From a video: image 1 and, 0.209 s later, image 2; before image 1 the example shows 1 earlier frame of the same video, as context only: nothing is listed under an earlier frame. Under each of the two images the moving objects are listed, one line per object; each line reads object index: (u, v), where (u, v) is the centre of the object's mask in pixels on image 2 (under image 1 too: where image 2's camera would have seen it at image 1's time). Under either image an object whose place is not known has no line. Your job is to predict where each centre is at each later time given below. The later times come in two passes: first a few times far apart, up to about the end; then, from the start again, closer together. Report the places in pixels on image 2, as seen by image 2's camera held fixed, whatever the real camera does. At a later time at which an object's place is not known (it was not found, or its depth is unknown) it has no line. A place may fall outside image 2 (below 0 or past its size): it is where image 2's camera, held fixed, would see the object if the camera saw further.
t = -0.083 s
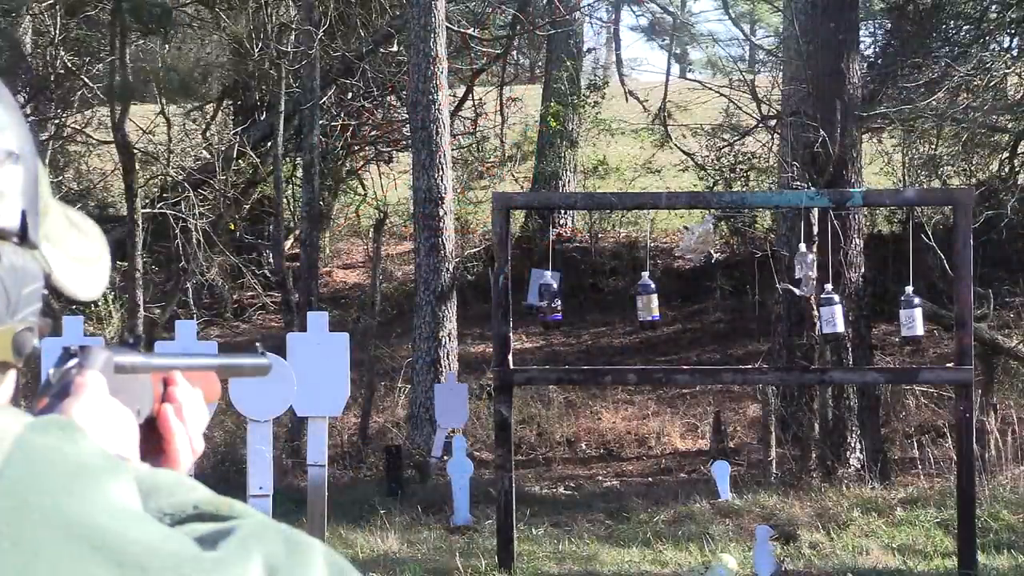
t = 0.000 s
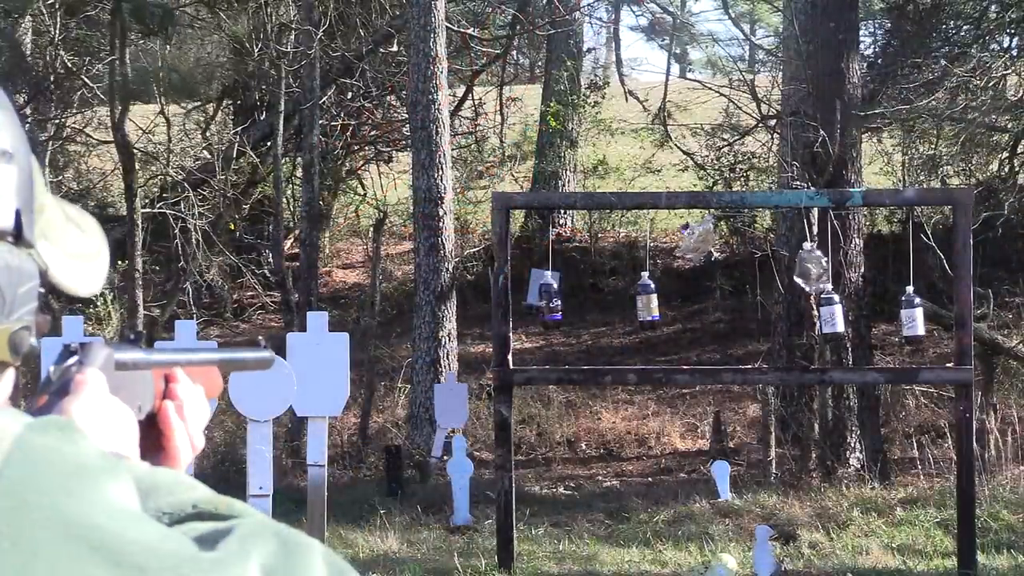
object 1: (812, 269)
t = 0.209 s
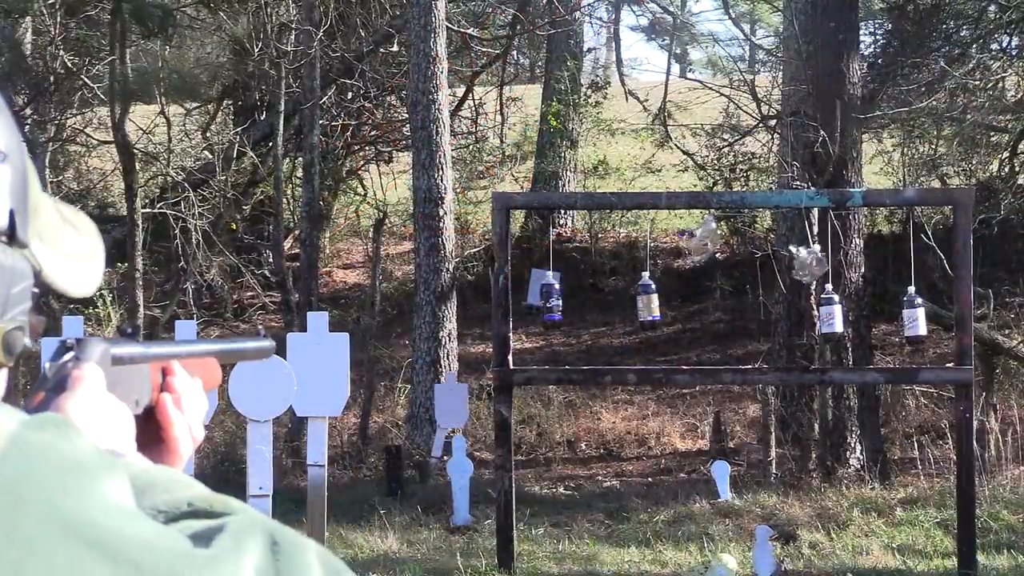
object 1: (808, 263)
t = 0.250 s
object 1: (799, 264)
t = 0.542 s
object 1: (788, 272)
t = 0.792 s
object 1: (783, 268)
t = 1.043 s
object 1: (810, 269)
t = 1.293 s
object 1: (796, 259)
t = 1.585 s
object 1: (794, 274)
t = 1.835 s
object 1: (791, 261)
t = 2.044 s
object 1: (804, 266)
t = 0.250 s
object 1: (799, 264)
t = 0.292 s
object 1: (796, 266)
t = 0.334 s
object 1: (791, 268)
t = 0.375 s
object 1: (788, 268)
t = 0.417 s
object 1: (785, 269)
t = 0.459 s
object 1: (785, 270)
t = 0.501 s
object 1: (787, 272)
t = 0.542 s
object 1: (788, 272)
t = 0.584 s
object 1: (783, 270)
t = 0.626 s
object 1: (782, 270)
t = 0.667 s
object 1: (782, 270)
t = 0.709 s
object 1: (782, 270)
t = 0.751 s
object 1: (784, 268)
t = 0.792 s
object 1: (783, 268)
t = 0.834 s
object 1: (783, 275)
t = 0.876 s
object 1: (787, 276)
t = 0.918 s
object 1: (794, 276)
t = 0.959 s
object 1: (799, 276)
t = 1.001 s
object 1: (807, 273)
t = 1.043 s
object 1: (810, 269)
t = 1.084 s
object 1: (817, 264)
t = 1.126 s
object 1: (813, 260)
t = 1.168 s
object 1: (809, 258)
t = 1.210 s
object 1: (806, 258)
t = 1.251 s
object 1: (800, 257)
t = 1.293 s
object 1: (796, 259)
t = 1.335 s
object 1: (795, 260)
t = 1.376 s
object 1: (793, 262)
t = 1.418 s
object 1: (791, 265)
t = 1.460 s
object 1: (790, 267)
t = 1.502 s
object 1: (791, 271)
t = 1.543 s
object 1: (792, 273)
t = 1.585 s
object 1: (794, 274)
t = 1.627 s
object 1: (794, 273)
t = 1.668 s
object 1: (788, 269)
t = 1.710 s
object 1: (785, 269)
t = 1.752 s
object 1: (787, 268)
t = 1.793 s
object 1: (787, 267)
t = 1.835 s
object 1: (791, 261)
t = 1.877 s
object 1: (791, 260)
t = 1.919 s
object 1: (790, 264)
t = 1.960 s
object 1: (794, 264)
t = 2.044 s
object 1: (804, 266)
